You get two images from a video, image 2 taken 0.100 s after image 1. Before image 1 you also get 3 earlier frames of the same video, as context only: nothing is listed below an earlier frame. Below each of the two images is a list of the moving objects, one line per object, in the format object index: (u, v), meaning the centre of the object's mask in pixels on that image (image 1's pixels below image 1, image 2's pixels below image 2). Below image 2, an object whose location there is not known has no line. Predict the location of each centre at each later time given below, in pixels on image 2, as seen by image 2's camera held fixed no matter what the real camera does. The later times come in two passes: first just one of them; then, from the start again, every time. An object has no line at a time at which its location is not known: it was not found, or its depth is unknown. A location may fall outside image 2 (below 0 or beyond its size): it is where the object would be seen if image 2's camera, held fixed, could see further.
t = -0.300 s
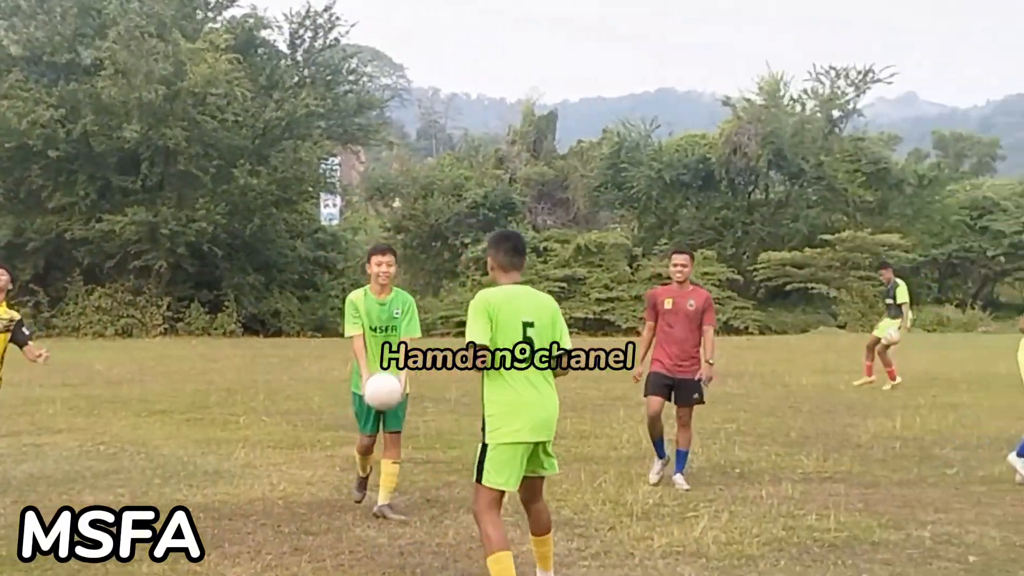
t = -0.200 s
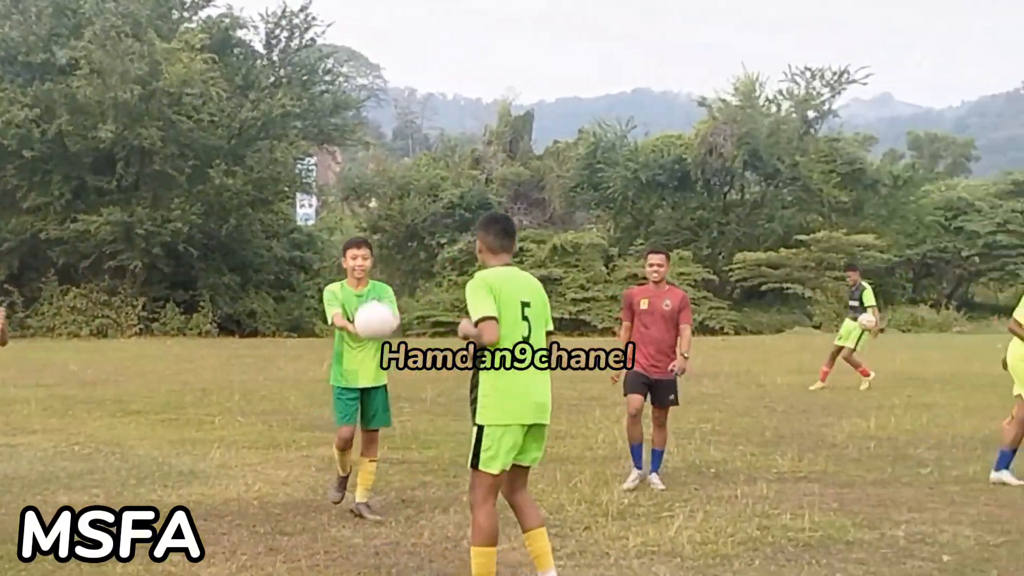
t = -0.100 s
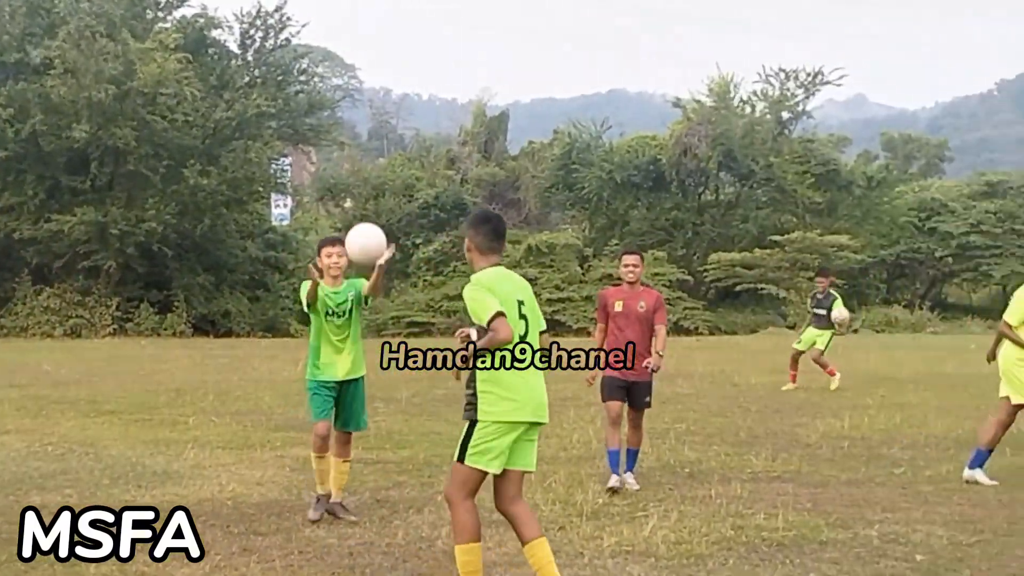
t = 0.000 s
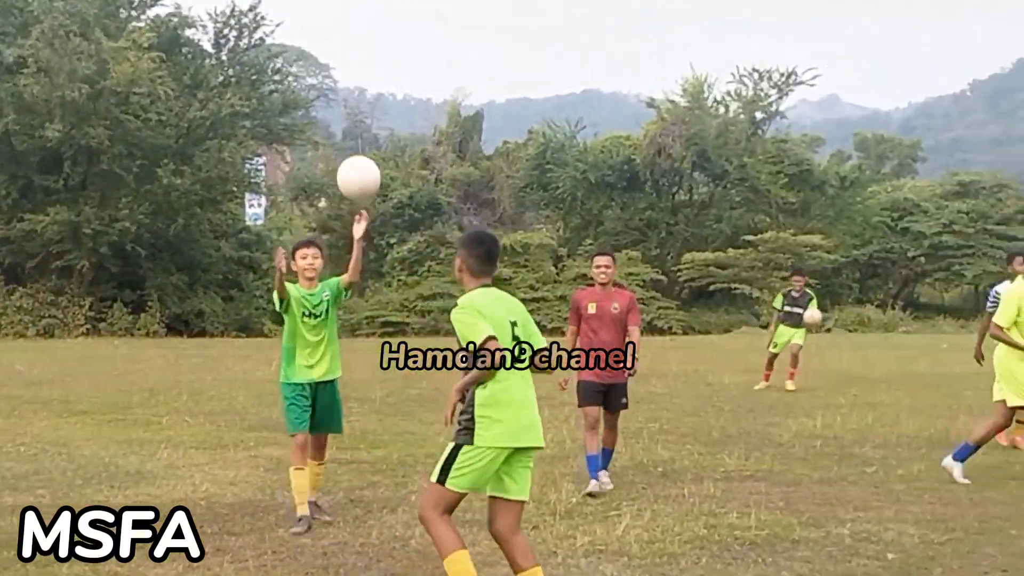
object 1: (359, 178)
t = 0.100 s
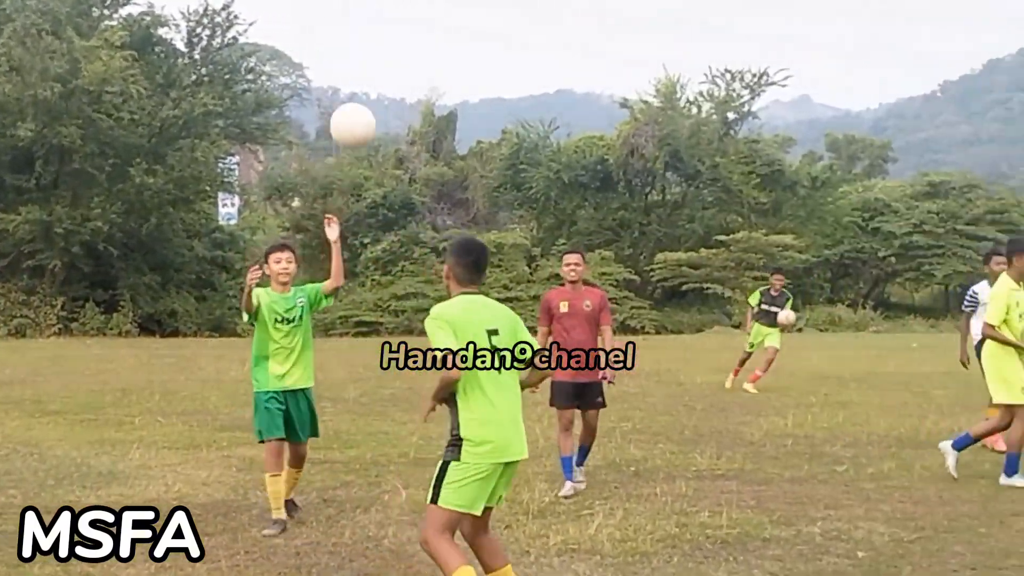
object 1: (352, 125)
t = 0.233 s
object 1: (382, 89)
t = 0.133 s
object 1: (360, 113)
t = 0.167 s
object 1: (367, 103)
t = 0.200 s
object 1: (375, 98)
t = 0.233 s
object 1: (382, 89)
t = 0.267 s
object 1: (389, 84)
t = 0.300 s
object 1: (396, 80)
